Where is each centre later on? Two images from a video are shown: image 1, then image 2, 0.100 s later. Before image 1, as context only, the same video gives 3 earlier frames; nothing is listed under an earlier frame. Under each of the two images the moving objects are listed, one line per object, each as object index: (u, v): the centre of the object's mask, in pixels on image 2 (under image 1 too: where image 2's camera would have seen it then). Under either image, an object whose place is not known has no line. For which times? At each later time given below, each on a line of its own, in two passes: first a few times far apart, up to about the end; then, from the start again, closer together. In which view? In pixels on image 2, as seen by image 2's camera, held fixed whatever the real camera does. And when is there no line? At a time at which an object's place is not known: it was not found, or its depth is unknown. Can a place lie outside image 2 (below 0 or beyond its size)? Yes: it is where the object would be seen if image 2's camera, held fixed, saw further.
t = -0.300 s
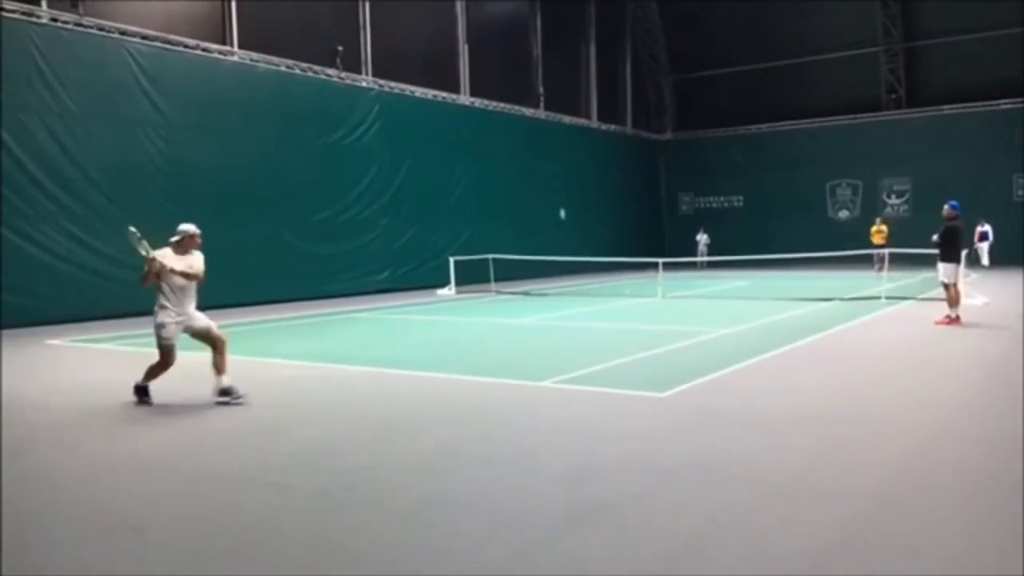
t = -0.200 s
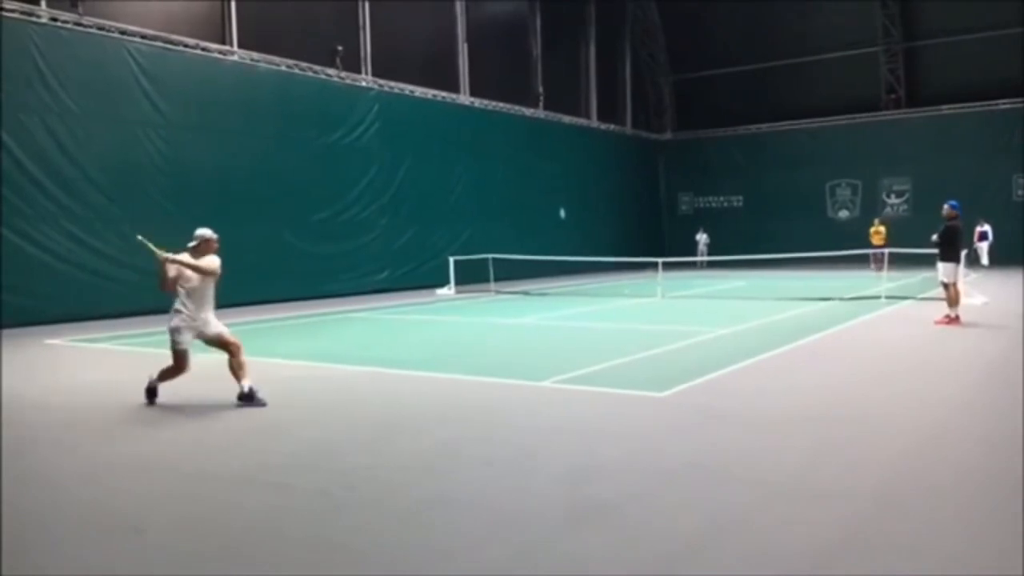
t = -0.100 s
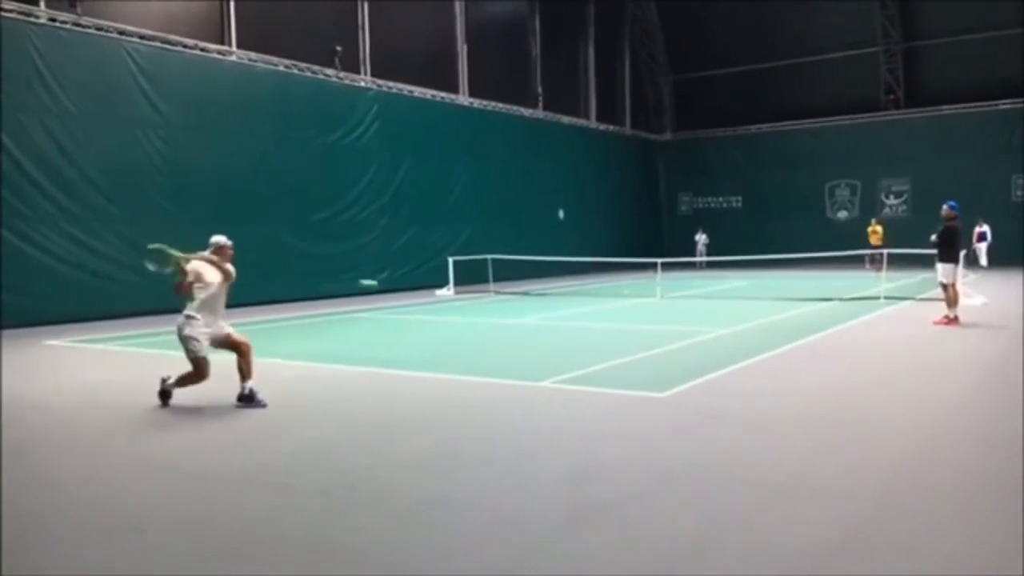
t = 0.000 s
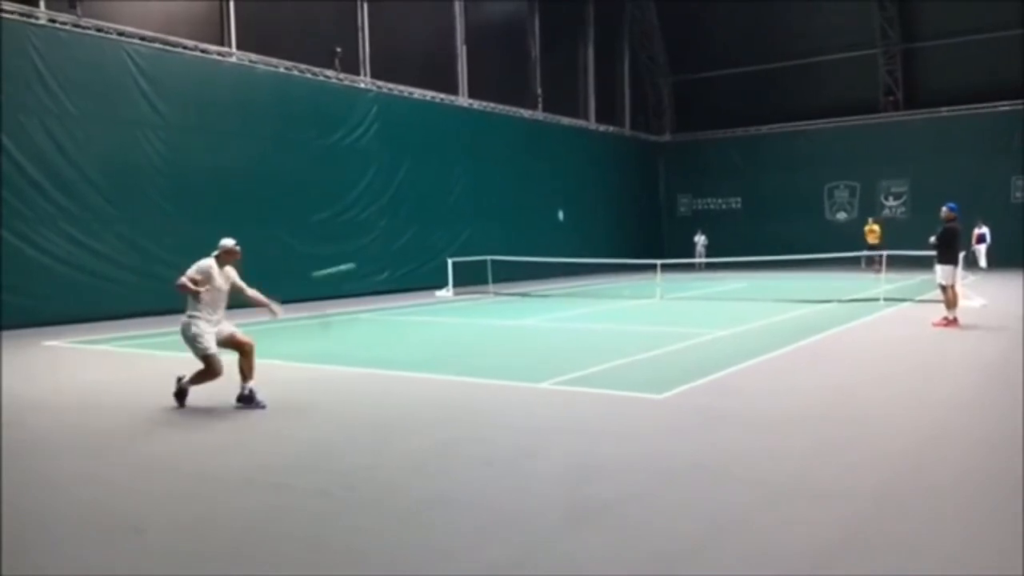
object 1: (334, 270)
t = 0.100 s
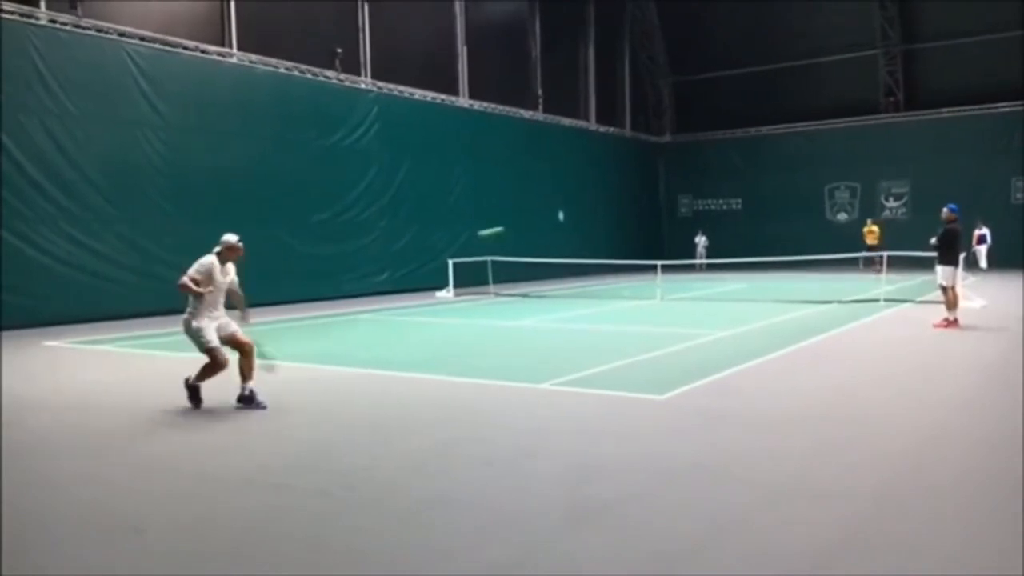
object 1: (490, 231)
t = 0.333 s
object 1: (673, 193)
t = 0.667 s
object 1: (788, 186)
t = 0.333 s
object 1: (673, 193)
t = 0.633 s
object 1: (780, 185)
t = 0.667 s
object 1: (788, 186)
